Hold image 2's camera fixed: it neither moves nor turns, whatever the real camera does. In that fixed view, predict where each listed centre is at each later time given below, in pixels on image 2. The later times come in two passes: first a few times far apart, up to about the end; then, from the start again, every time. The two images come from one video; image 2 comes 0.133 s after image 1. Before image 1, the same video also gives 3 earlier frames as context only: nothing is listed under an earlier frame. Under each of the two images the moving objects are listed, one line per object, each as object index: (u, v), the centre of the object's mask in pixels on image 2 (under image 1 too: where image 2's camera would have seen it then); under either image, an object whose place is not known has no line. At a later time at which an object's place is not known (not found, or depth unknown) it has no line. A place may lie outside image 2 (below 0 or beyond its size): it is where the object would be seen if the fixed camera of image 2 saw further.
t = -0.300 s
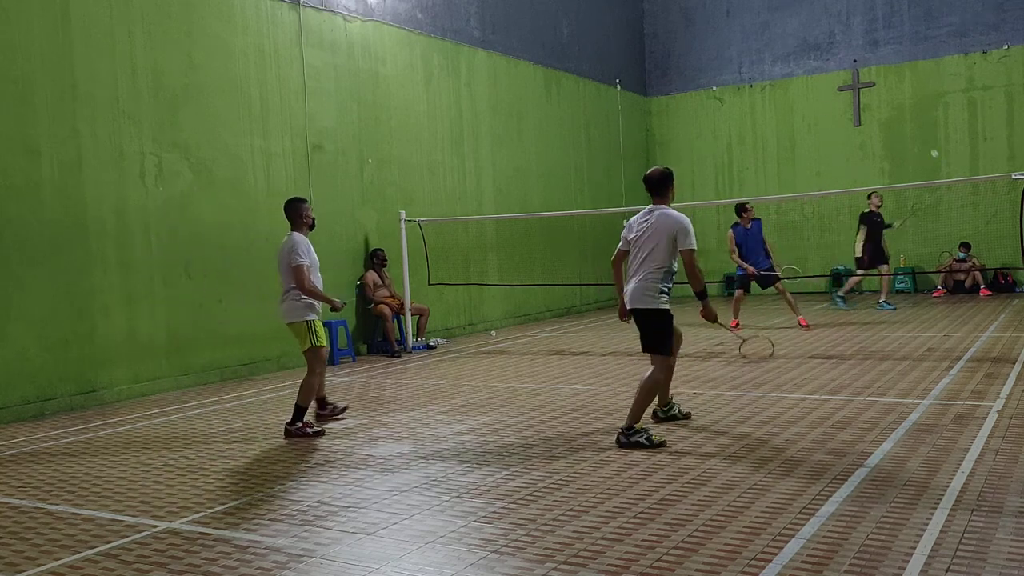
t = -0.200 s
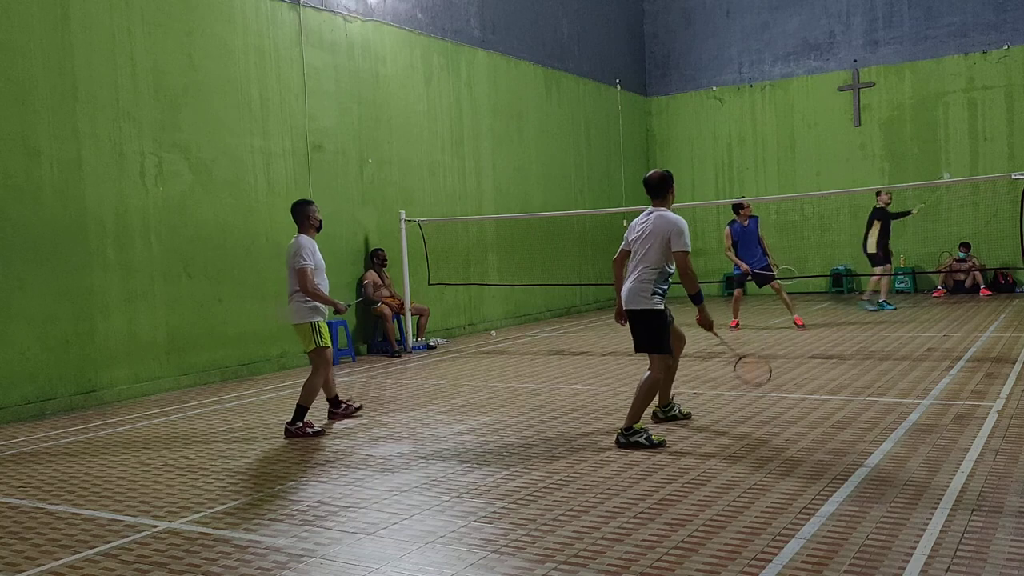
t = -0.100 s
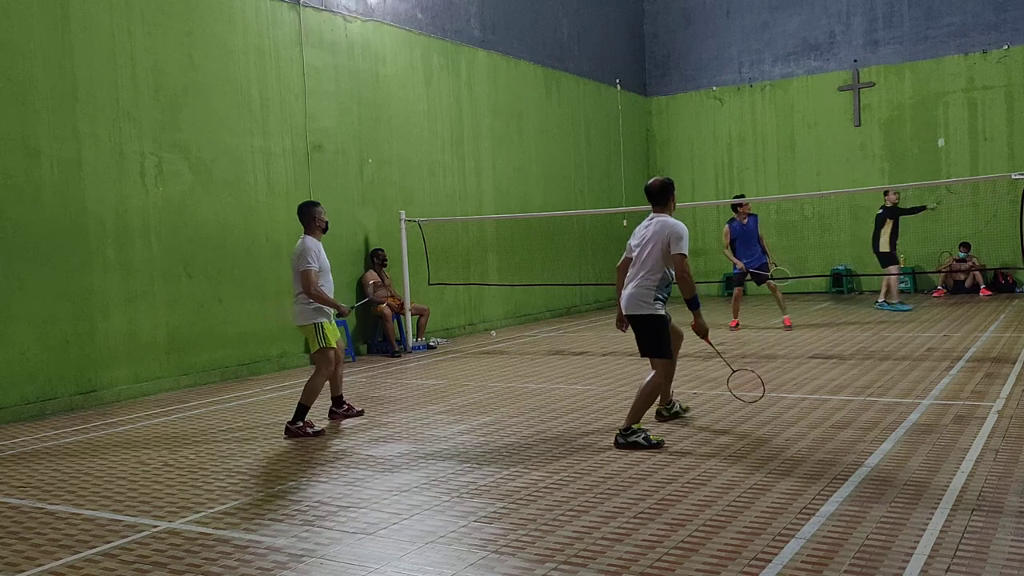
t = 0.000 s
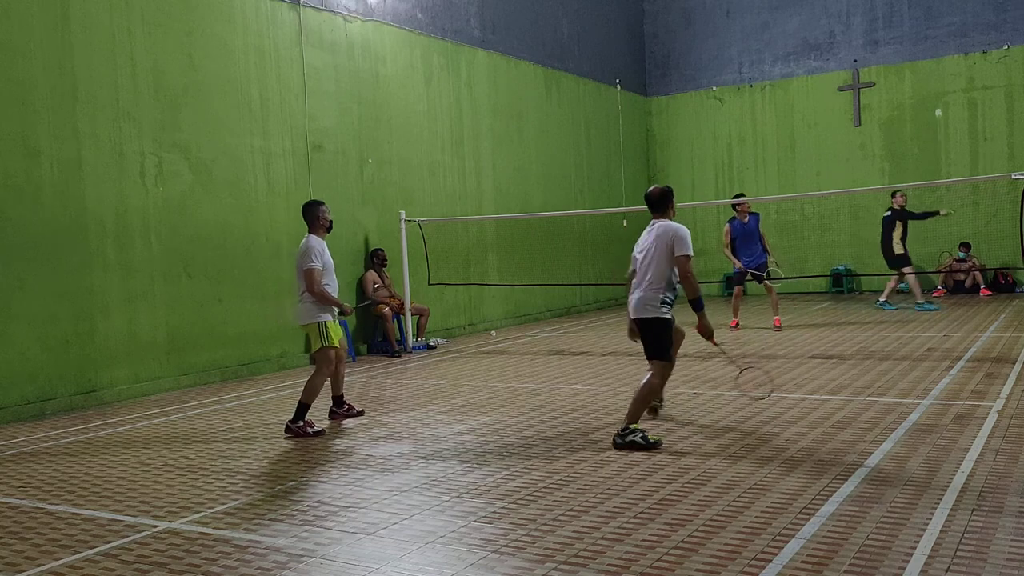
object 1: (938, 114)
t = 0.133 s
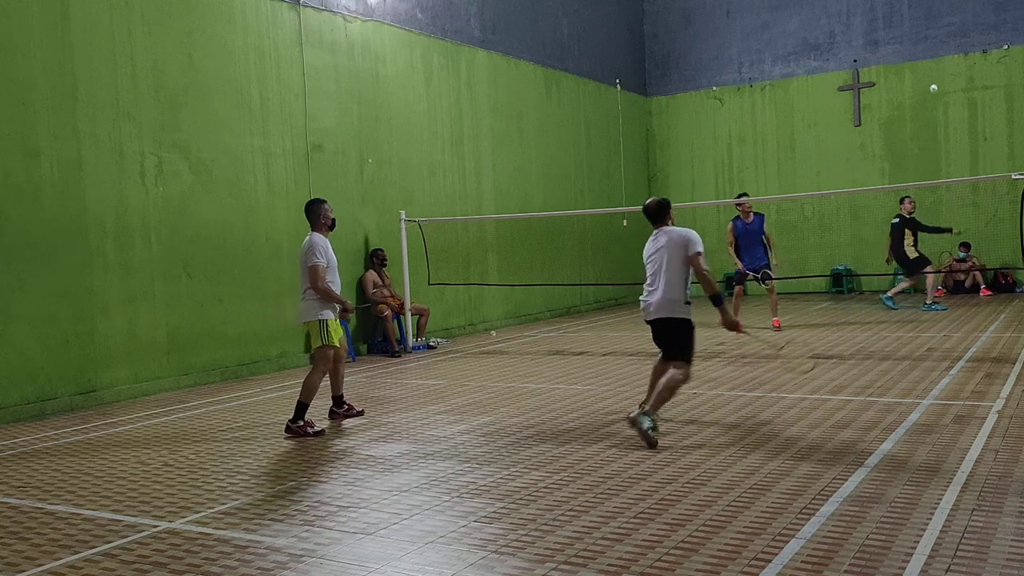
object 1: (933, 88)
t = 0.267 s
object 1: (928, 81)
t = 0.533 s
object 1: (918, 125)
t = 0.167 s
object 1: (932, 85)
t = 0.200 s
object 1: (930, 82)
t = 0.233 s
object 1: (929, 81)
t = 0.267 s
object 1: (928, 81)
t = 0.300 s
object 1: (926, 82)
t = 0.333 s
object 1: (926, 84)
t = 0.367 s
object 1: (924, 88)
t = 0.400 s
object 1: (923, 92)
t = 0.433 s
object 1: (921, 98)
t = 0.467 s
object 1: (920, 105)
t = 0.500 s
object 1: (919, 114)
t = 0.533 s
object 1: (918, 125)
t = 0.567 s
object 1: (917, 137)
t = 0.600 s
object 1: (915, 150)
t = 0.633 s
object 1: (914, 164)
